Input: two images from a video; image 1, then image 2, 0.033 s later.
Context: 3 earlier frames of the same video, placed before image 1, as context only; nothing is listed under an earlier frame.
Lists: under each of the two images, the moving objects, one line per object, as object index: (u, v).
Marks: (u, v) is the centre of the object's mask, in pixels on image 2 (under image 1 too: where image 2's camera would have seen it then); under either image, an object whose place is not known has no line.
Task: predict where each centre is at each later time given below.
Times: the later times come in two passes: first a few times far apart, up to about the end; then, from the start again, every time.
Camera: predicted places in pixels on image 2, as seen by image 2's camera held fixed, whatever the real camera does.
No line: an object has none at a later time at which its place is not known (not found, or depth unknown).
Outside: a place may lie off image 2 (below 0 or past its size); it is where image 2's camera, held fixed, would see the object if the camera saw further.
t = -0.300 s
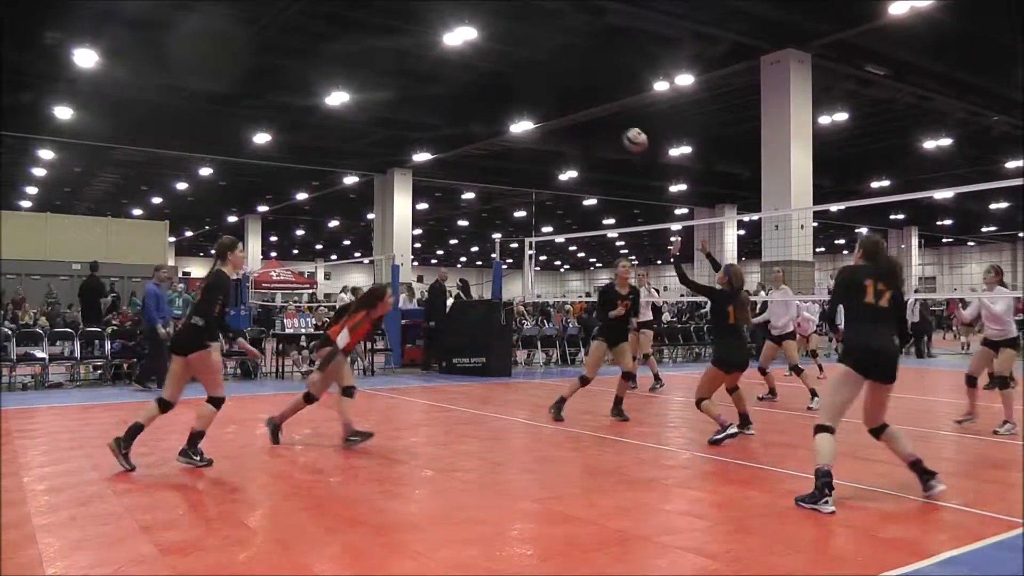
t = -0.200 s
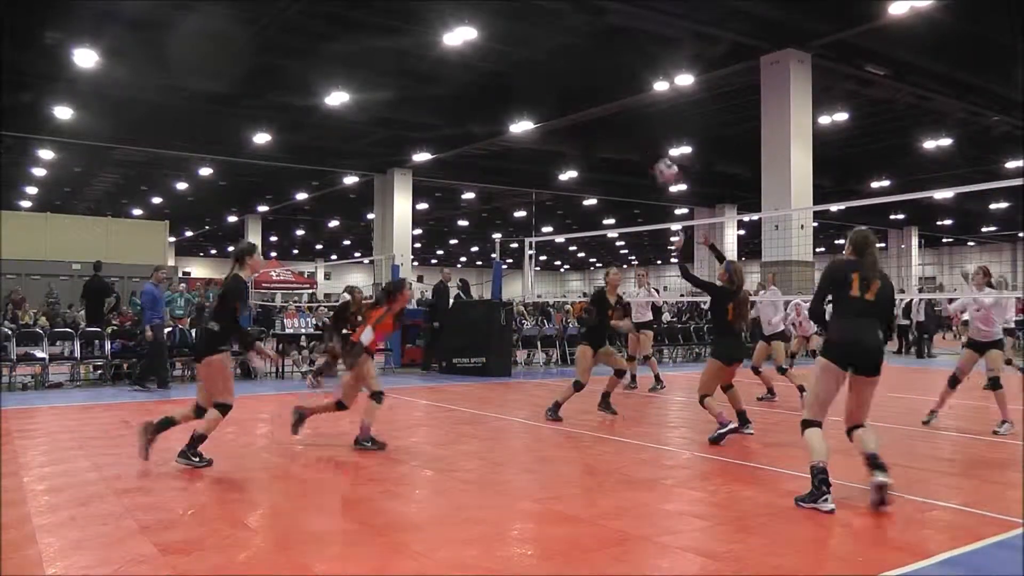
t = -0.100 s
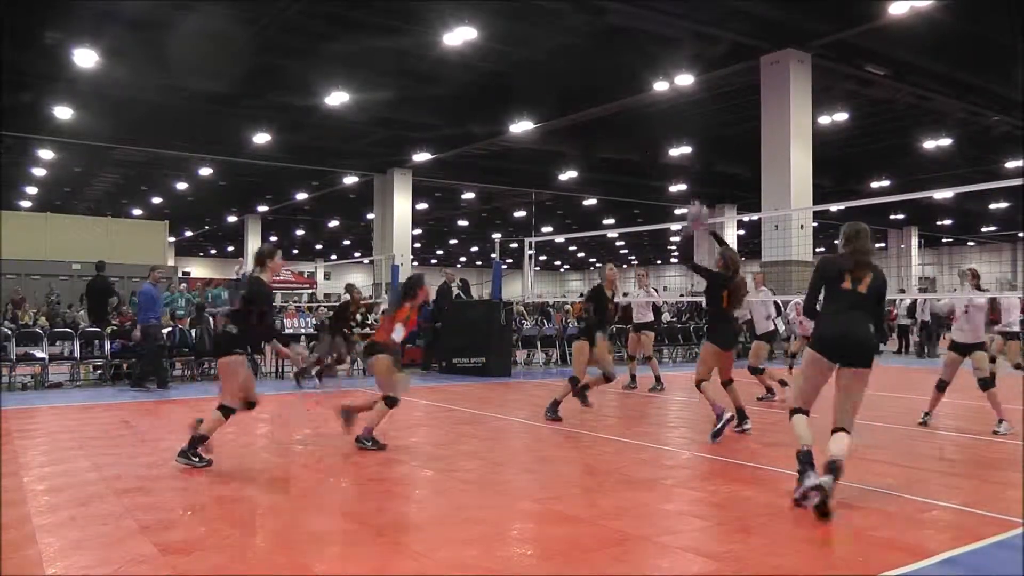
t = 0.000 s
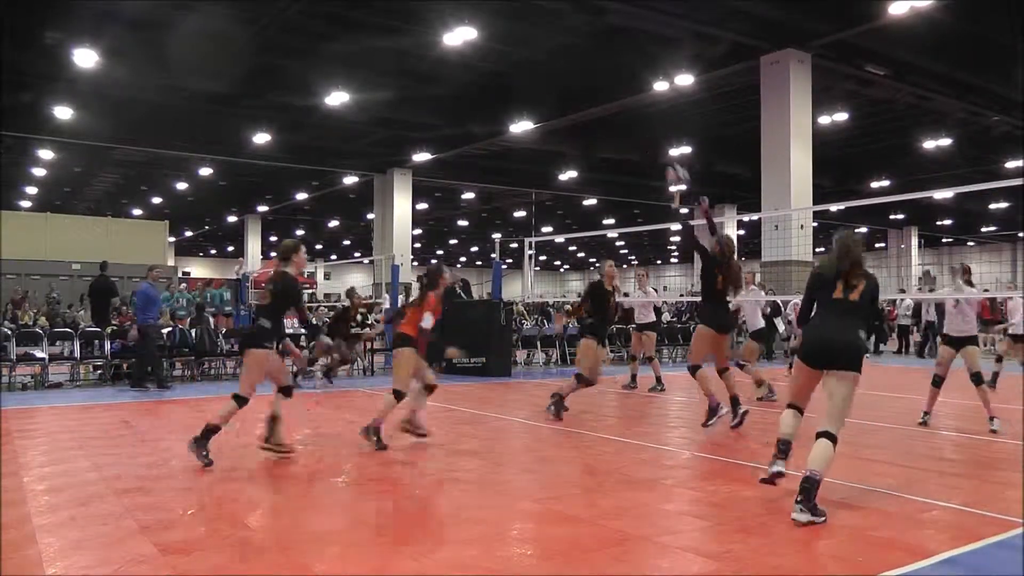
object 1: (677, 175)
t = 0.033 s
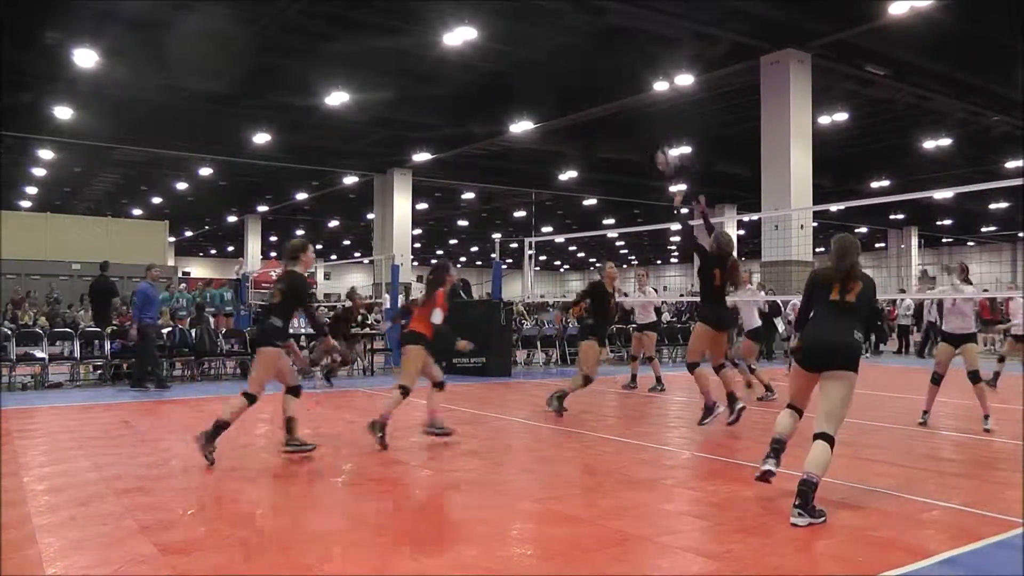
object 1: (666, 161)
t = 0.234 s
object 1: (612, 94)
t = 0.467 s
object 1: (562, 75)
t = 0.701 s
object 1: (520, 96)
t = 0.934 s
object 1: (486, 149)
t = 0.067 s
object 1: (657, 146)
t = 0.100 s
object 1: (647, 133)
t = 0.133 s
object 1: (637, 122)
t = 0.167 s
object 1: (628, 111)
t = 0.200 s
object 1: (620, 103)
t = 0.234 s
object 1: (612, 94)
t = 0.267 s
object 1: (604, 90)
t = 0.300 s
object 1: (597, 86)
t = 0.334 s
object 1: (589, 81)
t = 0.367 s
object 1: (582, 79)
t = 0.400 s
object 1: (575, 77)
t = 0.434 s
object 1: (569, 75)
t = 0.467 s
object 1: (562, 75)
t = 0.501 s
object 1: (555, 76)
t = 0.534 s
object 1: (549, 77)
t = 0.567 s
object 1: (543, 80)
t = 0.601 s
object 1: (537, 83)
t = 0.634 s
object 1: (531, 86)
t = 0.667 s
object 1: (526, 91)
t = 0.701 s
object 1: (520, 96)
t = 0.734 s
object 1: (515, 102)
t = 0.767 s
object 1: (509, 109)
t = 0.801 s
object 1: (504, 115)
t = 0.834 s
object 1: (500, 123)
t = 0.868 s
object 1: (495, 130)
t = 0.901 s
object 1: (490, 139)
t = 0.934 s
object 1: (486, 149)
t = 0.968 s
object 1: (481, 160)
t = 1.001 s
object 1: (477, 170)
